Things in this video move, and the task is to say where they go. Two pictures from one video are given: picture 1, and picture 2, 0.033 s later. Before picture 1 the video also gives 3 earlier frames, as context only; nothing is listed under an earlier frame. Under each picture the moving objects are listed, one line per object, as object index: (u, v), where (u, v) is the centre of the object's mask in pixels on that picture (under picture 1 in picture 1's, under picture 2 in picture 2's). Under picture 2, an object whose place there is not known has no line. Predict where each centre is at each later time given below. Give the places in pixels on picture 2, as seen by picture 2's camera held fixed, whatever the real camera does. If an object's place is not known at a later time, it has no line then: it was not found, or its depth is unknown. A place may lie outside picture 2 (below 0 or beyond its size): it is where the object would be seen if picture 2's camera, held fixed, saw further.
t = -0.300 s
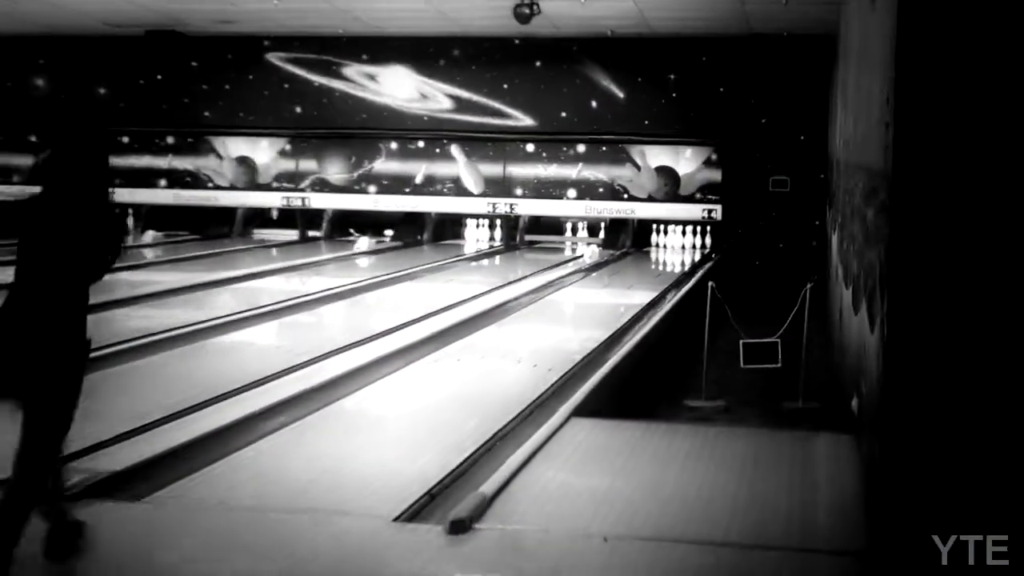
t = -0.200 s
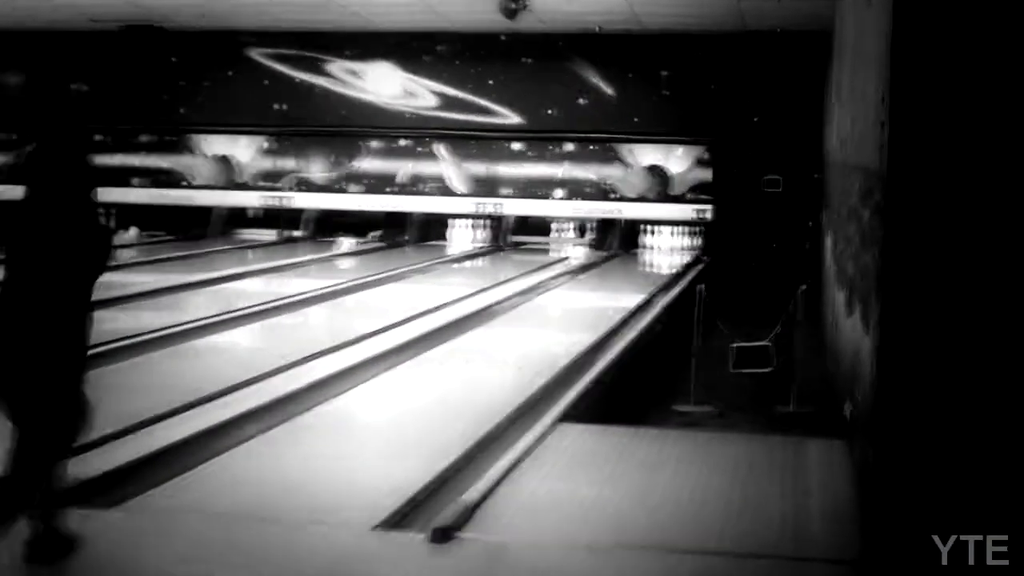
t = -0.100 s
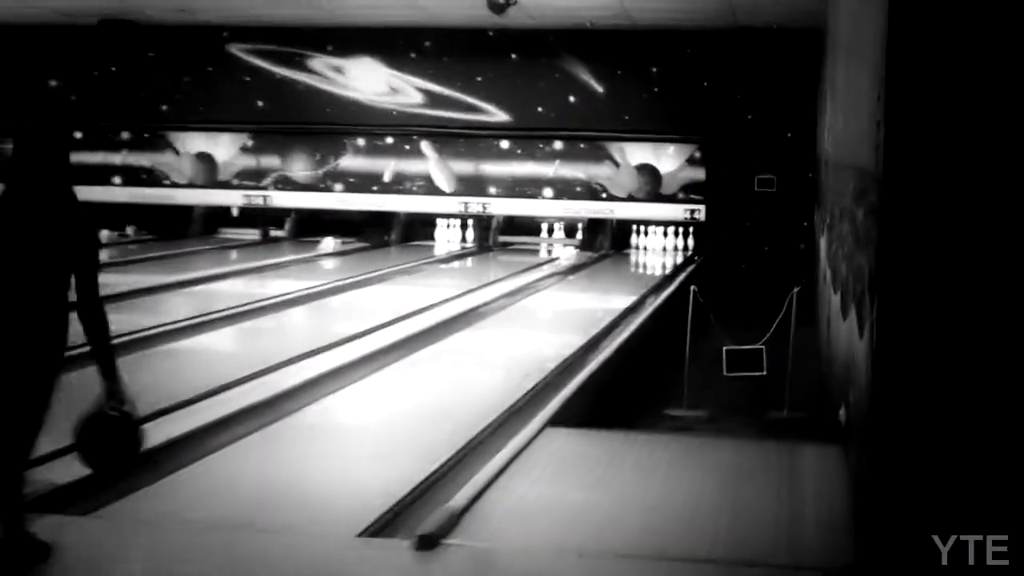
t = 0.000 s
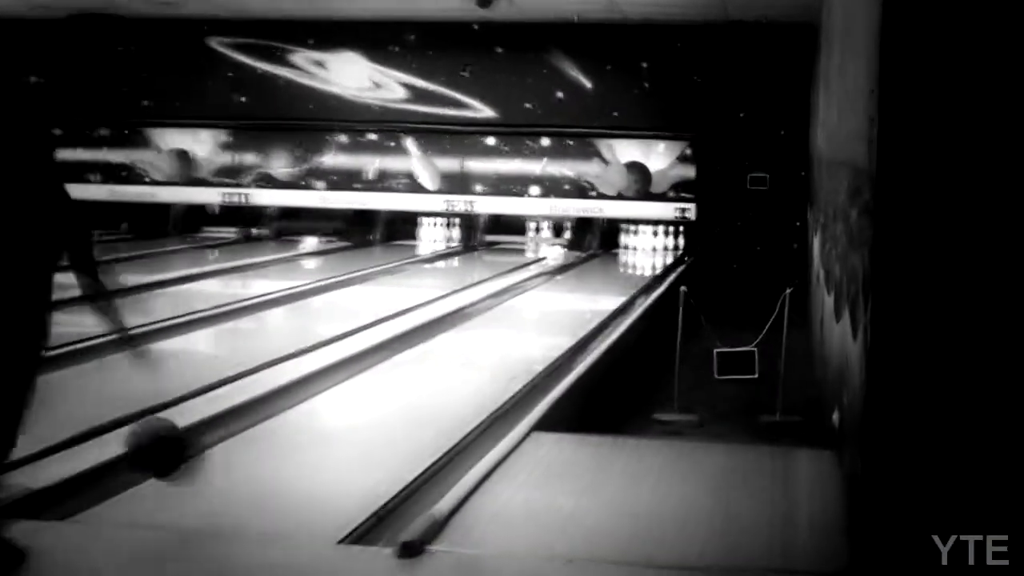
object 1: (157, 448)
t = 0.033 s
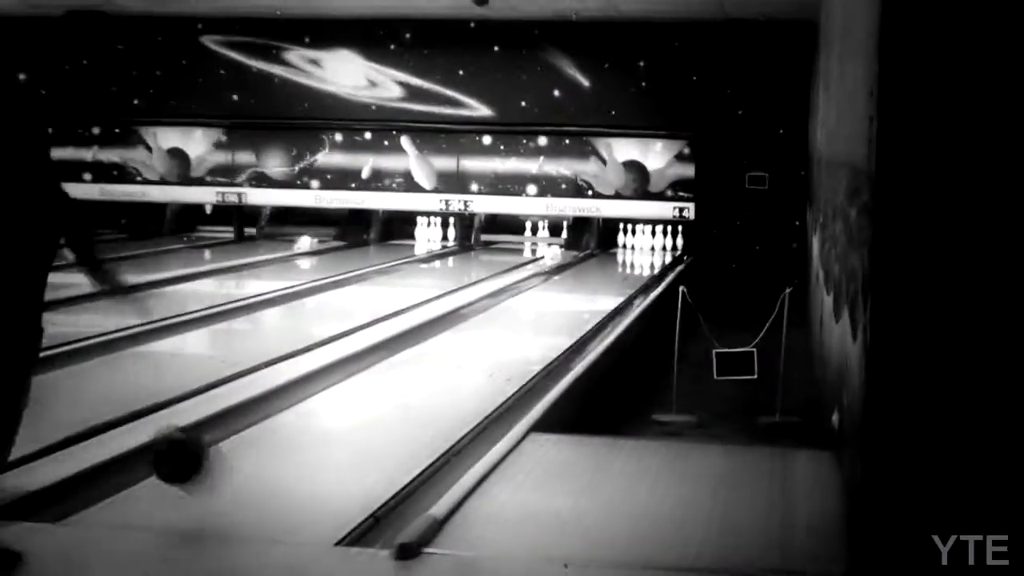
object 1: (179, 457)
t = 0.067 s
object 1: (204, 467)
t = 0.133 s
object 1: (246, 461)
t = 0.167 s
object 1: (259, 453)
